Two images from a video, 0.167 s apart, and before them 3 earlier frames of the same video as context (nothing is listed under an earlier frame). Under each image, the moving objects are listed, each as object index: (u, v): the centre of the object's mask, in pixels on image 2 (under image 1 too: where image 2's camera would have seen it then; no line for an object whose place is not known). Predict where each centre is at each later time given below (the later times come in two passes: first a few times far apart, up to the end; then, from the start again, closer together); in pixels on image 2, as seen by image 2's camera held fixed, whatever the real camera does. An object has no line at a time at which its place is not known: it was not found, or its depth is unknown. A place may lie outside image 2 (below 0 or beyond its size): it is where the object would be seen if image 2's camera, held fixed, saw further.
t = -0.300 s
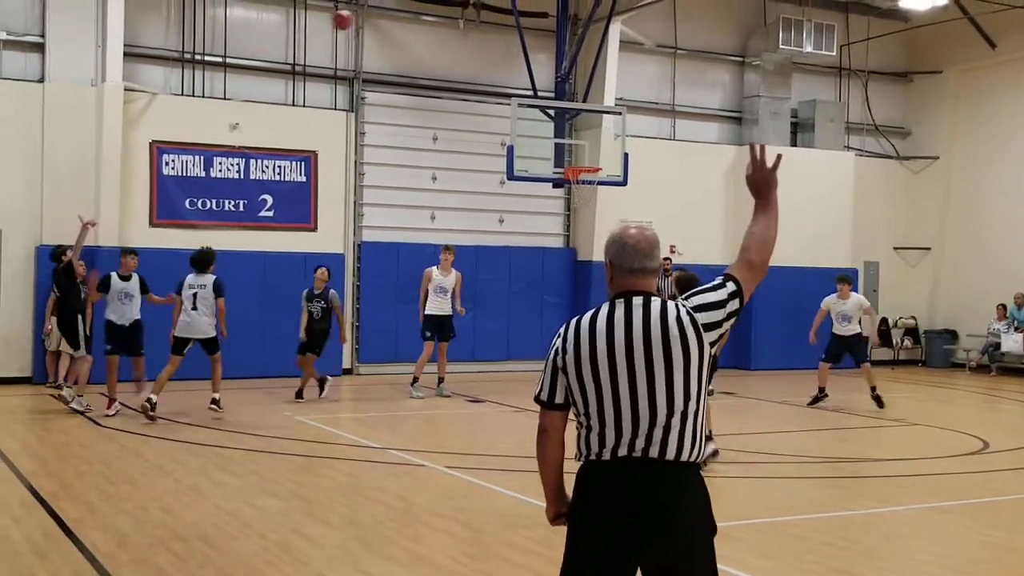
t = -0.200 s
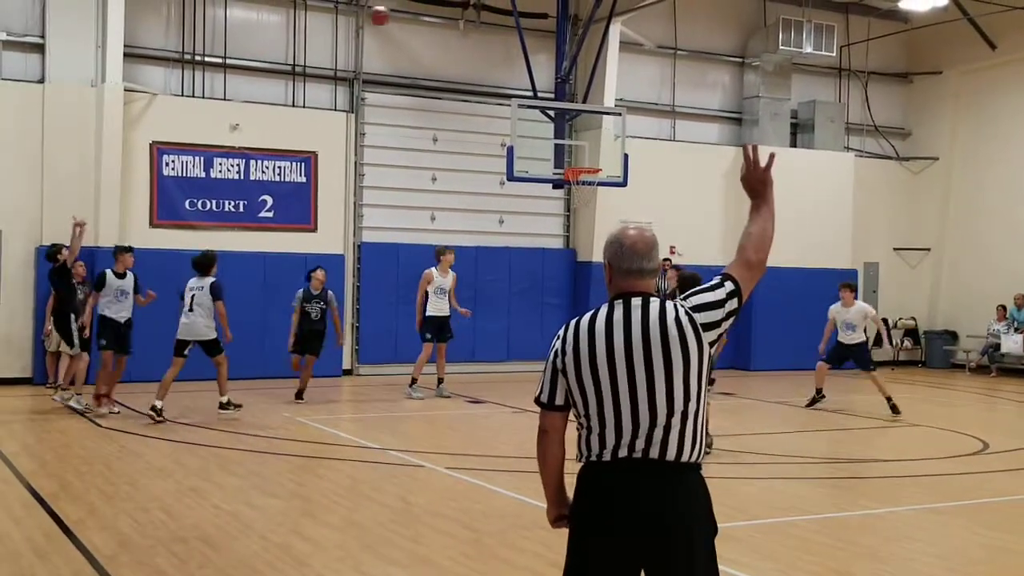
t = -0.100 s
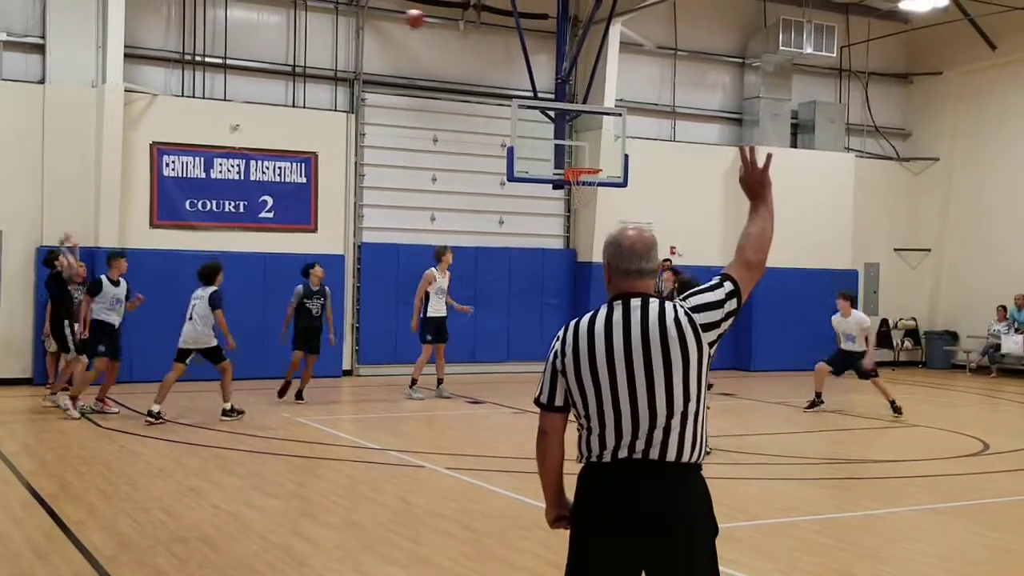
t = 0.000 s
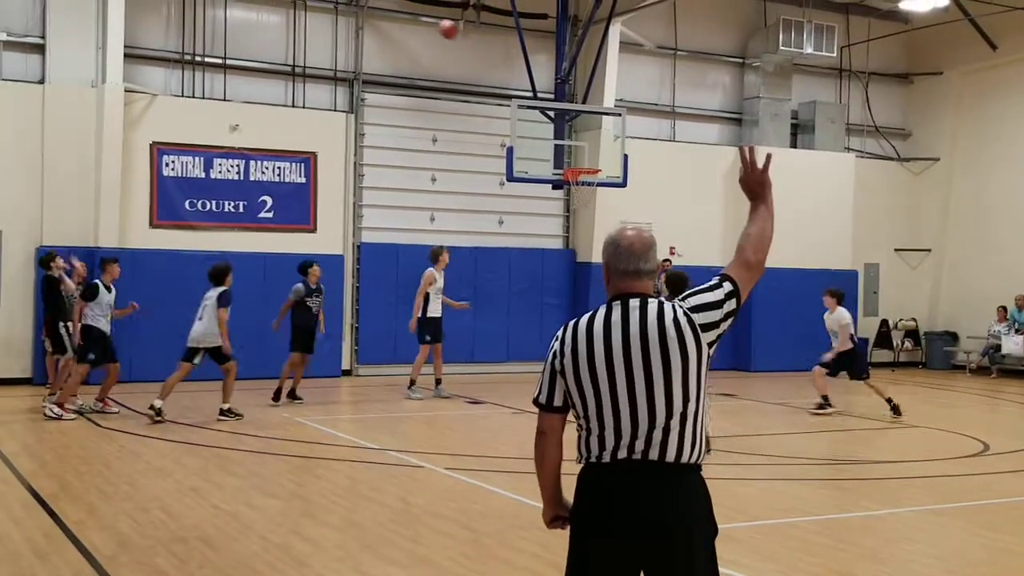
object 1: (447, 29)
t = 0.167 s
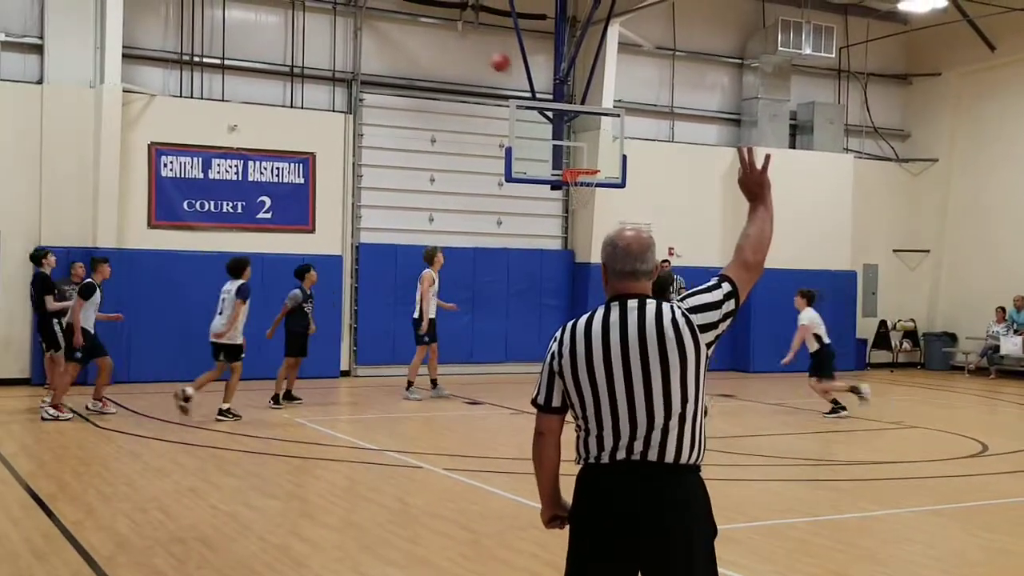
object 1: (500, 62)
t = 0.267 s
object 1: (531, 91)
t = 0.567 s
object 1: (608, 160)
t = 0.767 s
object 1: (641, 169)
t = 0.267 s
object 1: (531, 91)
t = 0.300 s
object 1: (541, 102)
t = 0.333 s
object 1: (551, 113)
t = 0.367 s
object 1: (562, 124)
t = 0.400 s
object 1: (568, 135)
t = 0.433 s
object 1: (578, 151)
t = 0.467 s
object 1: (587, 162)
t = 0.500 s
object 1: (594, 162)
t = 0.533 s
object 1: (602, 162)
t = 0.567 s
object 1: (608, 160)
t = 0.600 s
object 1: (614, 161)
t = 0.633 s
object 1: (619, 161)
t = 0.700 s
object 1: (630, 164)
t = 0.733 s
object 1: (636, 166)
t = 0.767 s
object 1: (641, 169)
